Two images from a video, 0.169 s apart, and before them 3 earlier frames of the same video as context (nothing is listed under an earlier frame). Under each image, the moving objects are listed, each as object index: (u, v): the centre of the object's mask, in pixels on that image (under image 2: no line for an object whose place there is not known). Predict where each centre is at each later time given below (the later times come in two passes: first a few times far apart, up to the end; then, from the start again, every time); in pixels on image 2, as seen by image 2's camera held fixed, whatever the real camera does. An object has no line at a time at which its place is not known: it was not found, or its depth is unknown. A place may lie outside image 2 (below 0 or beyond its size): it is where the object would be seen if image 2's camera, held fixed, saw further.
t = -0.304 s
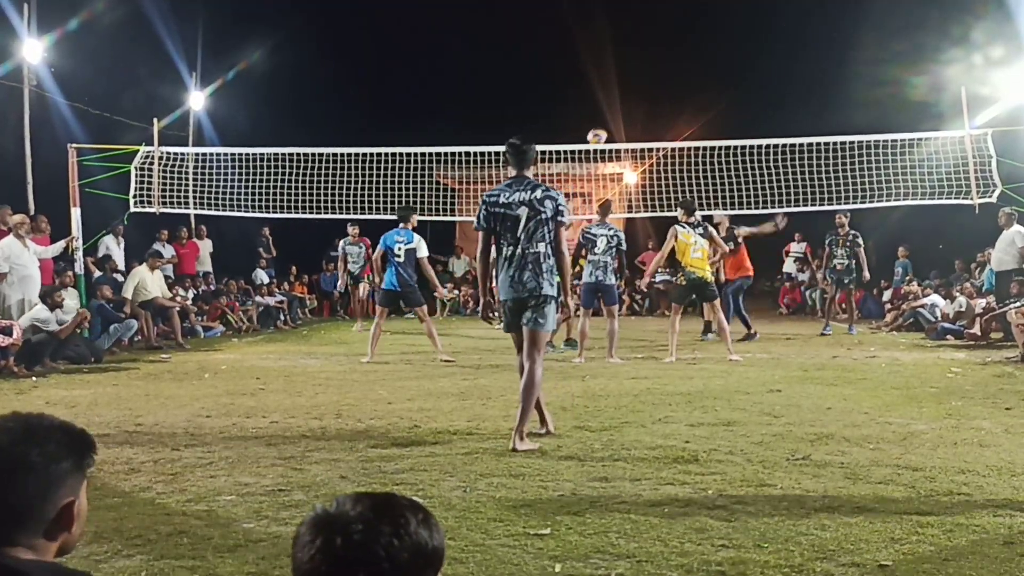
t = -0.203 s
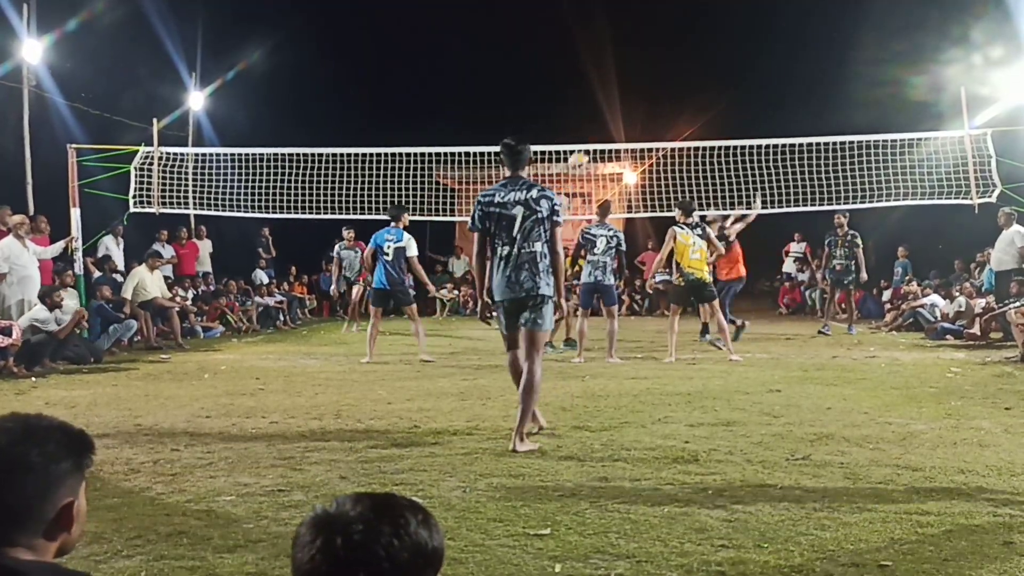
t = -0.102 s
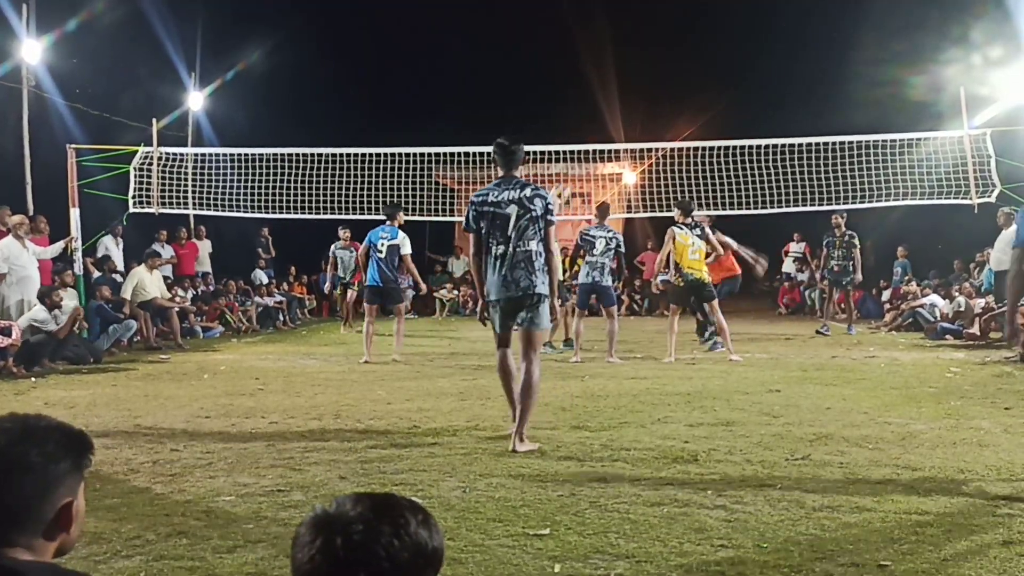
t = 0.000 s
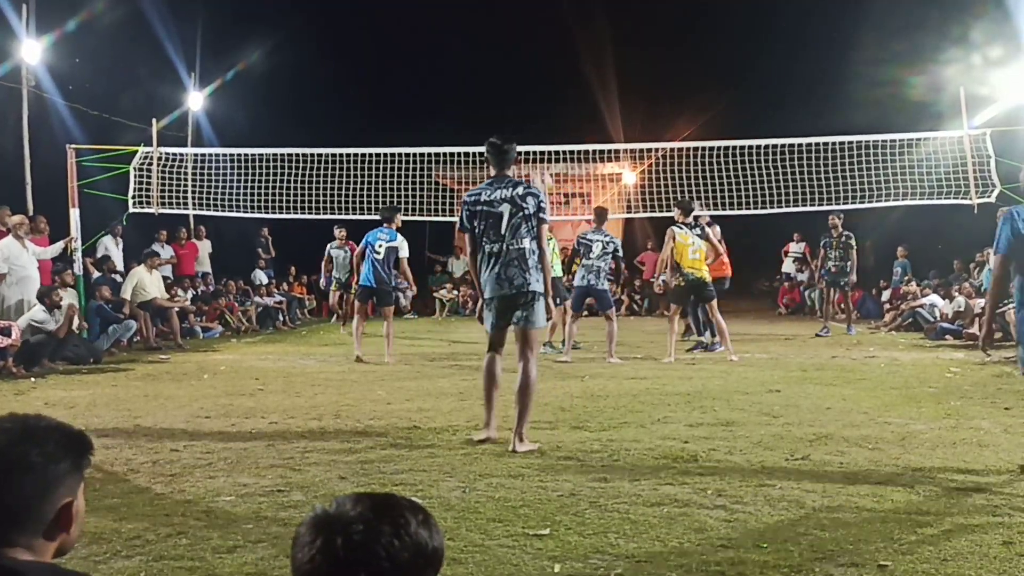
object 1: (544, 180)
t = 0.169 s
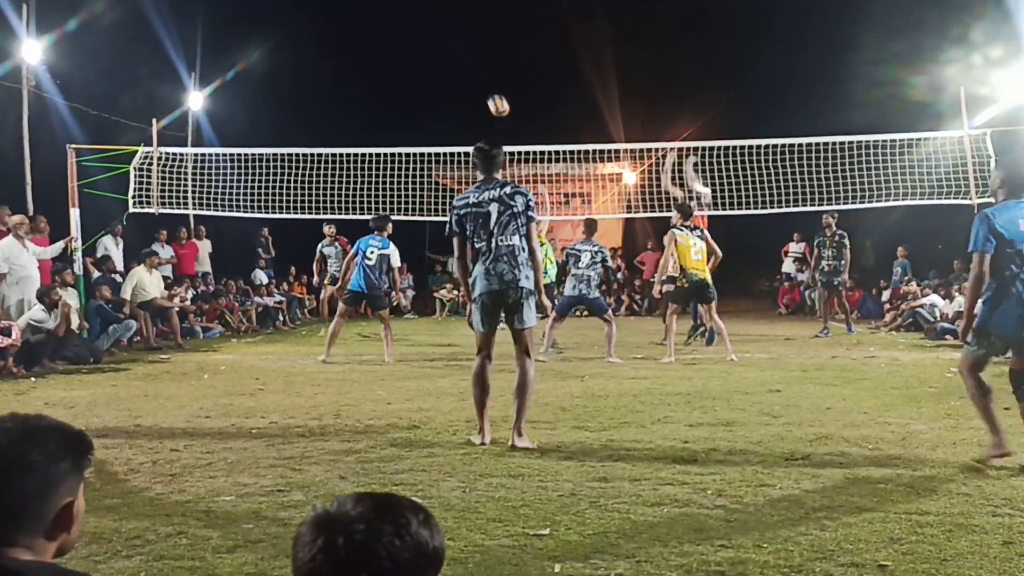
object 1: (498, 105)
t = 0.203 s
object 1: (489, 92)
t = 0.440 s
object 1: (429, 36)
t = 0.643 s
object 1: (380, 24)
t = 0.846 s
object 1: (331, 45)
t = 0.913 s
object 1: (315, 59)
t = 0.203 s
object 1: (489, 92)
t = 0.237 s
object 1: (480, 82)
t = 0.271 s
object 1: (472, 72)
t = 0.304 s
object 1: (463, 62)
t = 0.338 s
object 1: (455, 54)
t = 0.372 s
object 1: (446, 47)
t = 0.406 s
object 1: (437, 41)
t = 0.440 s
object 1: (429, 36)
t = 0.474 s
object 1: (421, 32)
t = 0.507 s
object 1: (413, 28)
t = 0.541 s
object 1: (405, 26)
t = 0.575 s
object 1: (396, 24)
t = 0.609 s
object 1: (388, 24)
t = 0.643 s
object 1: (380, 24)
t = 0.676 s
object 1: (371, 25)
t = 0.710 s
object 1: (363, 27)
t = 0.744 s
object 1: (355, 31)
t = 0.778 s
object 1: (347, 35)
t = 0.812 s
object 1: (340, 39)
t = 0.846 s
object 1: (331, 45)
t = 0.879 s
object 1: (324, 52)
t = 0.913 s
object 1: (315, 59)
